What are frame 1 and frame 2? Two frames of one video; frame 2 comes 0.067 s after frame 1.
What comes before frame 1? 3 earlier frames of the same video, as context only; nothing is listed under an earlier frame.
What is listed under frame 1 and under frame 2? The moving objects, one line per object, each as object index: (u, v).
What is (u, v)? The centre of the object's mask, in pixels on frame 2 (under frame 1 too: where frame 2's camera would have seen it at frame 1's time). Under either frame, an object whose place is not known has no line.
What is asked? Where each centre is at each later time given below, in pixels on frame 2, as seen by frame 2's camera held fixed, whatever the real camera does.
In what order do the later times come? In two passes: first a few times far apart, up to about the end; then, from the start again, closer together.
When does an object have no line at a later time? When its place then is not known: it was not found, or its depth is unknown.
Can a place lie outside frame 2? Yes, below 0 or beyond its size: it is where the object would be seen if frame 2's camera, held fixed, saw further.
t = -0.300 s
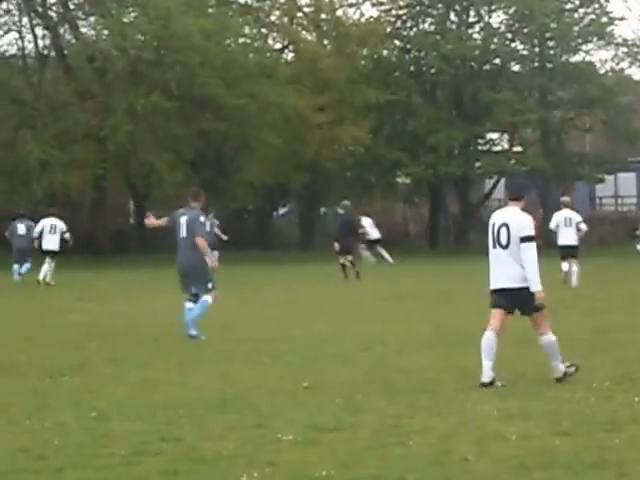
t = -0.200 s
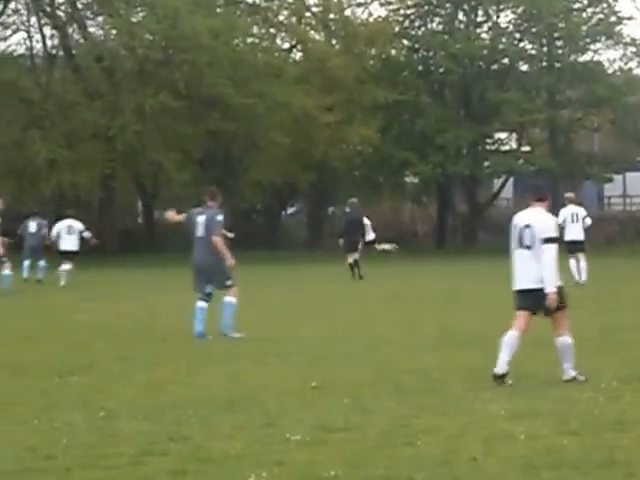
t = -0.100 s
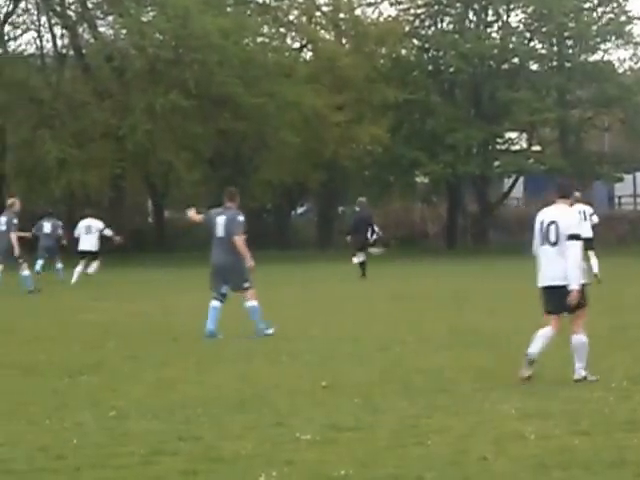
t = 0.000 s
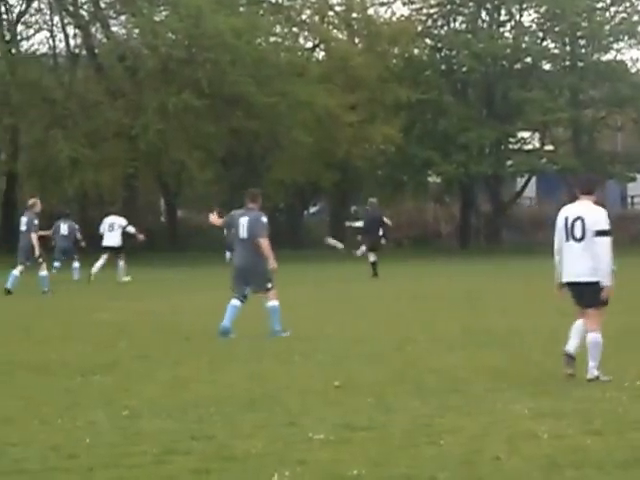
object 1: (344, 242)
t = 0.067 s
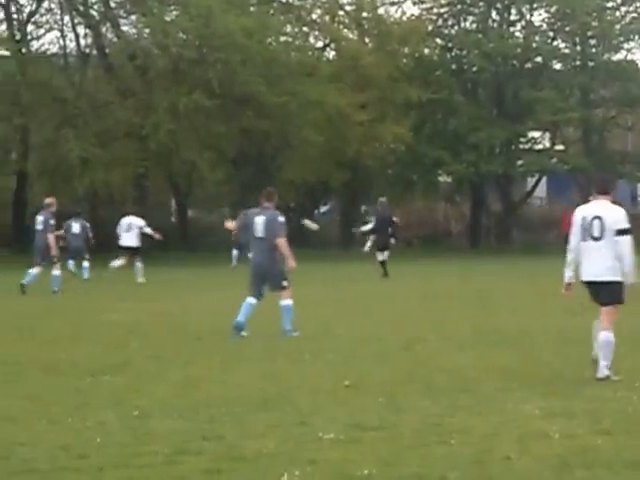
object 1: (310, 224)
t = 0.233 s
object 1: (225, 182)
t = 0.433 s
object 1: (127, 138)
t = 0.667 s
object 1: (15, 100)
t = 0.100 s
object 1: (293, 215)
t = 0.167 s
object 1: (258, 198)
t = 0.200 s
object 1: (242, 190)
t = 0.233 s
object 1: (225, 182)
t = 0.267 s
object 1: (209, 174)
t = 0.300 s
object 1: (192, 166)
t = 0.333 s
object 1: (176, 159)
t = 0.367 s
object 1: (159, 152)
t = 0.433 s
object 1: (127, 138)
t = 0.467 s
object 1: (111, 132)
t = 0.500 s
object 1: (94, 126)
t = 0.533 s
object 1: (77, 121)
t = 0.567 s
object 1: (63, 115)
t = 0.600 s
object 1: (47, 110)
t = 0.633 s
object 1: (31, 105)
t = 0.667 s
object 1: (15, 100)
